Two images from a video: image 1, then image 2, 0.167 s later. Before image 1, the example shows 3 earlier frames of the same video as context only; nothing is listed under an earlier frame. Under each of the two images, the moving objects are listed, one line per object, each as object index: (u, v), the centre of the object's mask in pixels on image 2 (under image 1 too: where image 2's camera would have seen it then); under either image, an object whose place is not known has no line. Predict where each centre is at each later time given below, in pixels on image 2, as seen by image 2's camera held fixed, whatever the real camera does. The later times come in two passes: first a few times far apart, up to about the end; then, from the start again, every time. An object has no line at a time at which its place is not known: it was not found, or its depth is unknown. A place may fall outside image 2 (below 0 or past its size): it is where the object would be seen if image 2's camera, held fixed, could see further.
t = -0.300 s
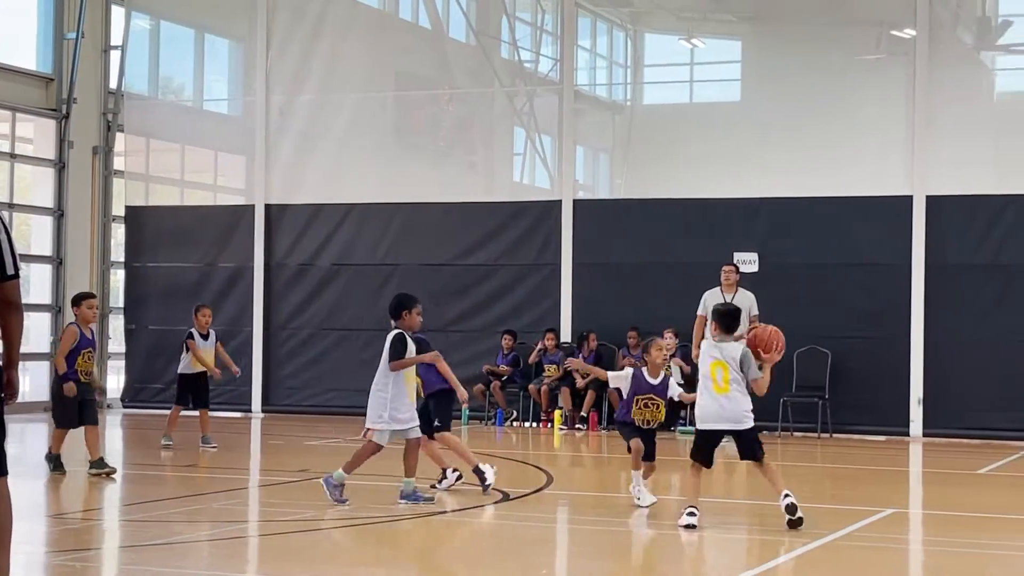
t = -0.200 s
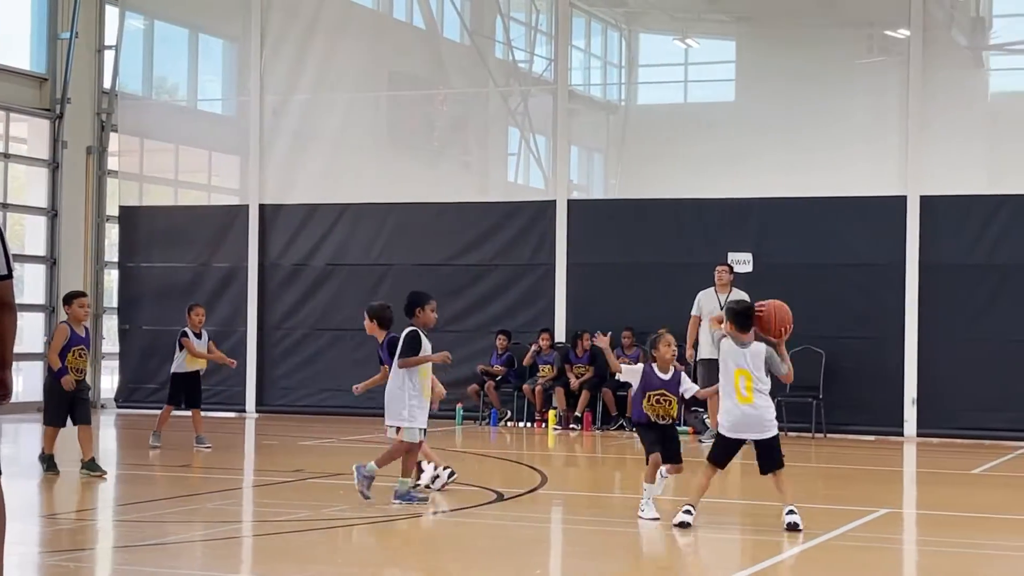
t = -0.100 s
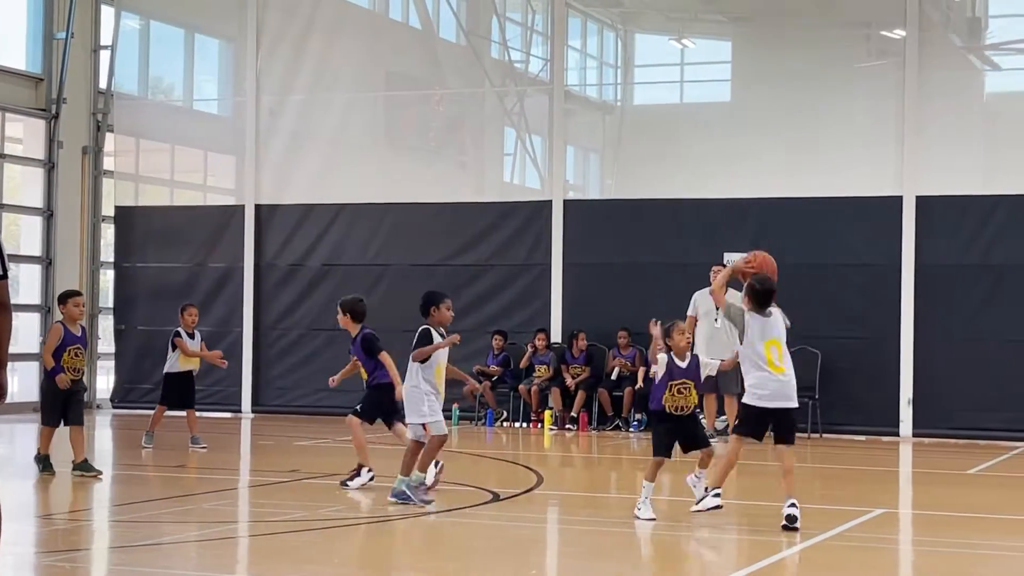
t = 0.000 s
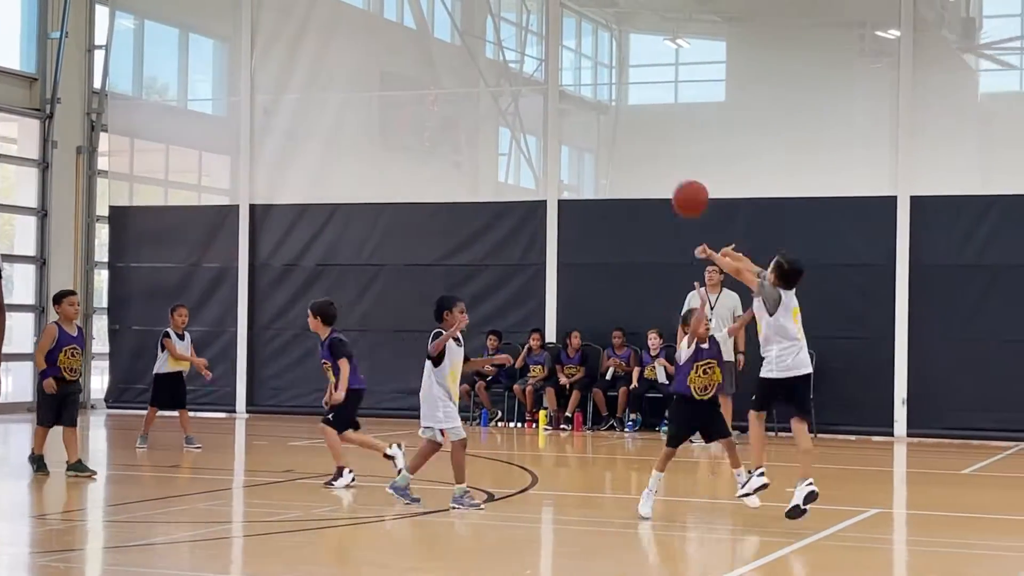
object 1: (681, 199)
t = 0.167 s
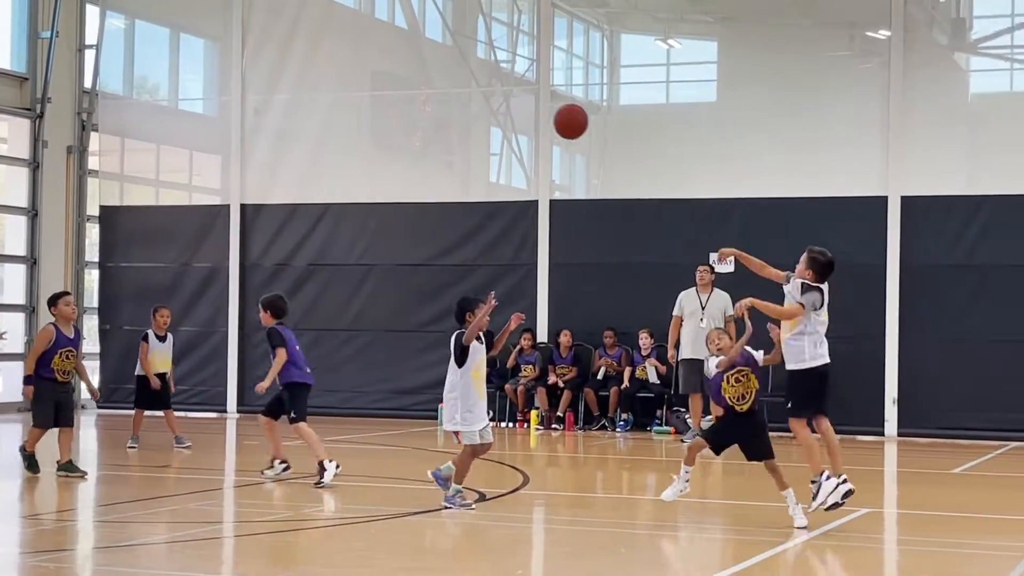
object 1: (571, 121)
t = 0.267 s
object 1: (509, 100)
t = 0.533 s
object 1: (360, 117)
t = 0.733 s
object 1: (261, 193)
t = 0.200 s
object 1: (549, 112)
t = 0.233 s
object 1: (529, 105)
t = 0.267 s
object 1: (509, 100)
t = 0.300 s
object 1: (489, 96)
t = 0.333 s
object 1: (470, 94)
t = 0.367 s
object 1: (450, 94)
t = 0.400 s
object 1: (431, 96)
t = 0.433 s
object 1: (413, 99)
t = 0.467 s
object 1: (395, 103)
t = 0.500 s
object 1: (377, 110)
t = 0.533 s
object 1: (360, 117)
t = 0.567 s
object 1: (342, 126)
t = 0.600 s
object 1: (326, 137)
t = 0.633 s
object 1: (309, 149)
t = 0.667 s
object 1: (293, 162)
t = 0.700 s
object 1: (277, 177)
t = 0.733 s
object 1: (261, 193)
